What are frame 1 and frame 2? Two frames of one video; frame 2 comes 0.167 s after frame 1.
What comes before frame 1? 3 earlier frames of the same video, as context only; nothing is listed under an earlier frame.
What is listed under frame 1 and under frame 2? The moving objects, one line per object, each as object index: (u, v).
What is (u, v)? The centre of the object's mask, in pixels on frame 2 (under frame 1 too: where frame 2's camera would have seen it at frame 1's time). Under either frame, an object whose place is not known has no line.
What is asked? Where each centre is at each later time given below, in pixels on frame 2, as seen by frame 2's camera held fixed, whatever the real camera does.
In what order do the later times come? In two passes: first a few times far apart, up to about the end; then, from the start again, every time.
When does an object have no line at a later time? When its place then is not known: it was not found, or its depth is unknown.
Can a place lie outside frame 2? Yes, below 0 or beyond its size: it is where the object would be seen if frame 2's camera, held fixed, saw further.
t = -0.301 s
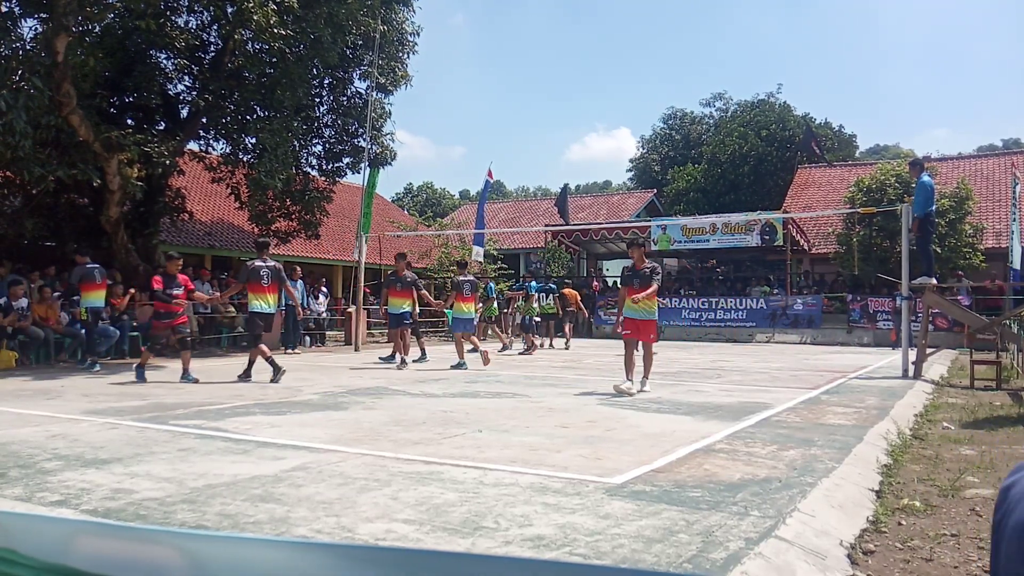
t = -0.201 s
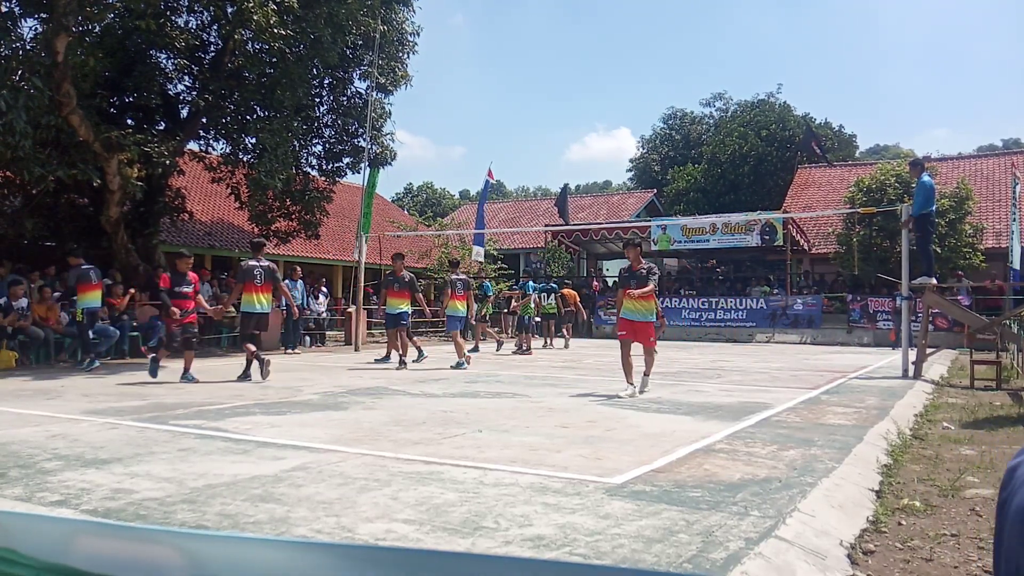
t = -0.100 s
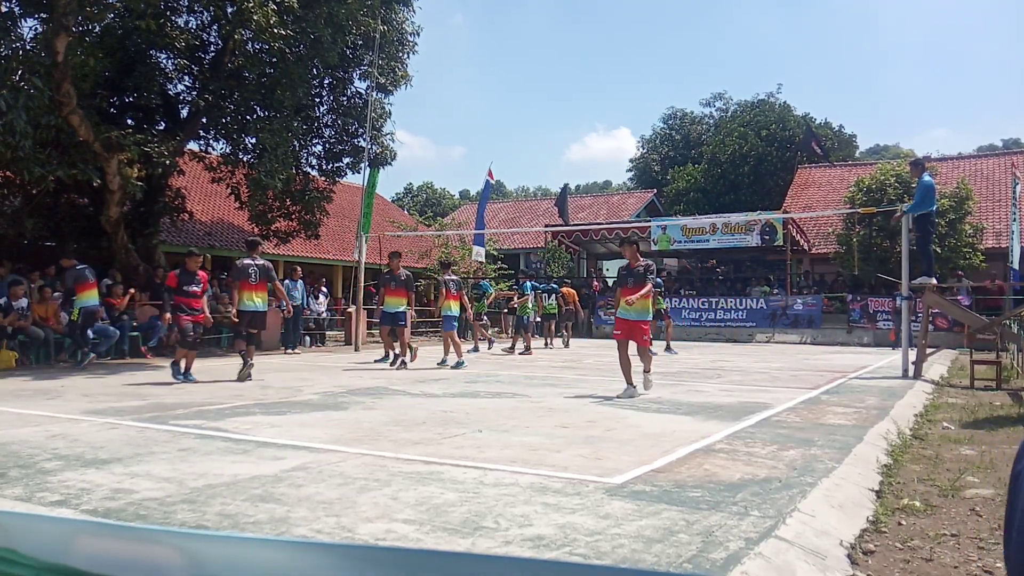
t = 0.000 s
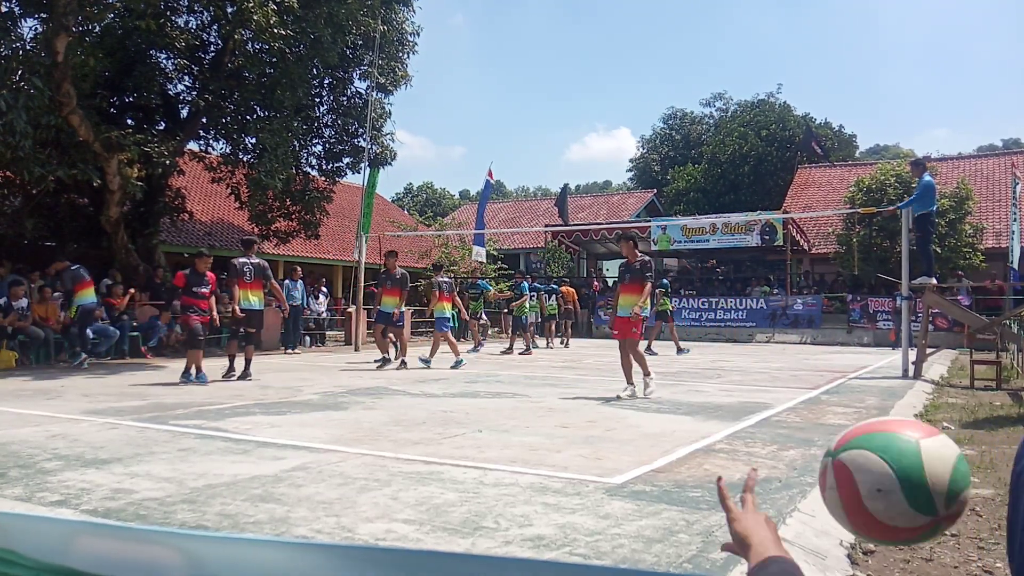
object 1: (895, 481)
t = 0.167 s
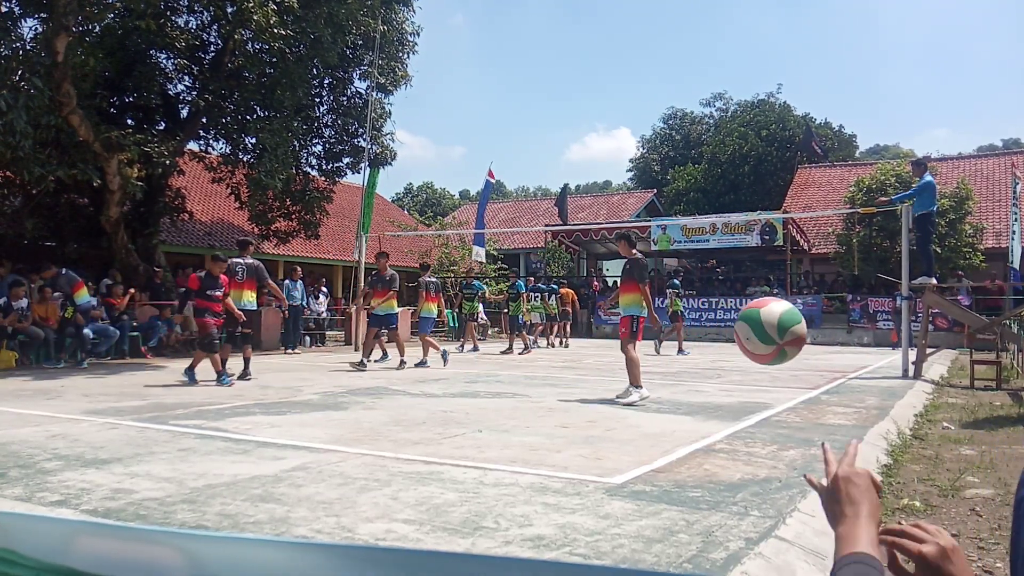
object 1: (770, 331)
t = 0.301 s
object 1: (738, 335)
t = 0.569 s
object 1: (712, 418)
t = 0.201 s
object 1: (760, 327)
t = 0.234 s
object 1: (751, 327)
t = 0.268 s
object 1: (744, 330)
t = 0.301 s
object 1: (738, 335)
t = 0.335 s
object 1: (733, 342)
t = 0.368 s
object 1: (729, 350)
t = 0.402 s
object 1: (725, 359)
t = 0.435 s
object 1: (722, 370)
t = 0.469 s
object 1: (719, 381)
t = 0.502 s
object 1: (716, 392)
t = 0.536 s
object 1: (714, 405)
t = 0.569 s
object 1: (712, 418)
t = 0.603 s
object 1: (710, 429)
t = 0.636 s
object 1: (708, 411)
